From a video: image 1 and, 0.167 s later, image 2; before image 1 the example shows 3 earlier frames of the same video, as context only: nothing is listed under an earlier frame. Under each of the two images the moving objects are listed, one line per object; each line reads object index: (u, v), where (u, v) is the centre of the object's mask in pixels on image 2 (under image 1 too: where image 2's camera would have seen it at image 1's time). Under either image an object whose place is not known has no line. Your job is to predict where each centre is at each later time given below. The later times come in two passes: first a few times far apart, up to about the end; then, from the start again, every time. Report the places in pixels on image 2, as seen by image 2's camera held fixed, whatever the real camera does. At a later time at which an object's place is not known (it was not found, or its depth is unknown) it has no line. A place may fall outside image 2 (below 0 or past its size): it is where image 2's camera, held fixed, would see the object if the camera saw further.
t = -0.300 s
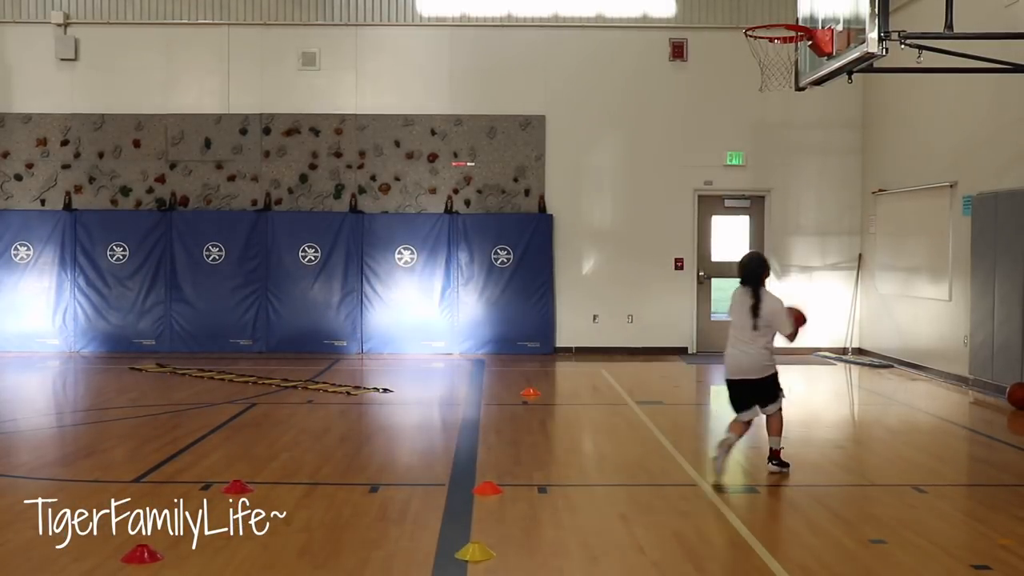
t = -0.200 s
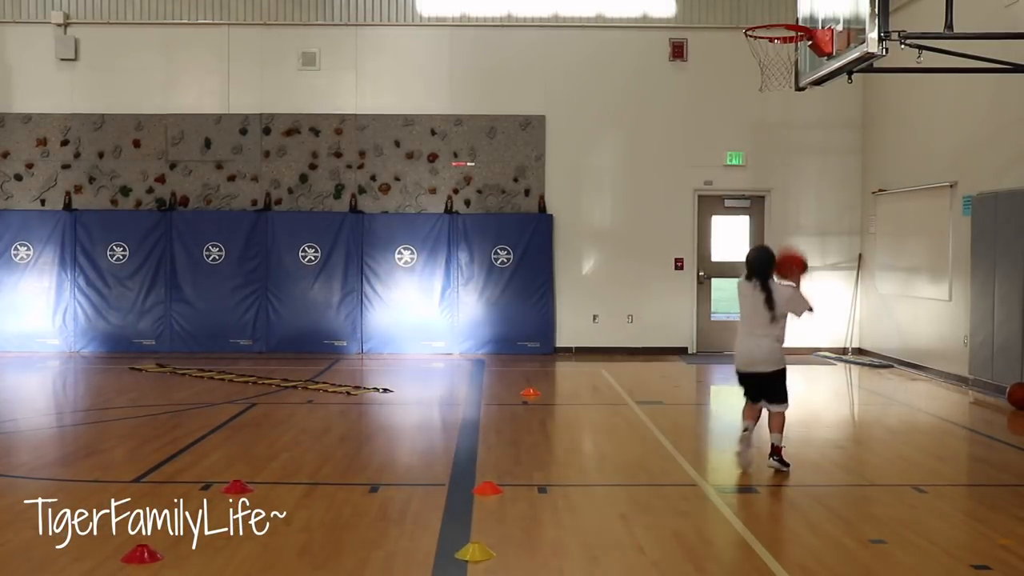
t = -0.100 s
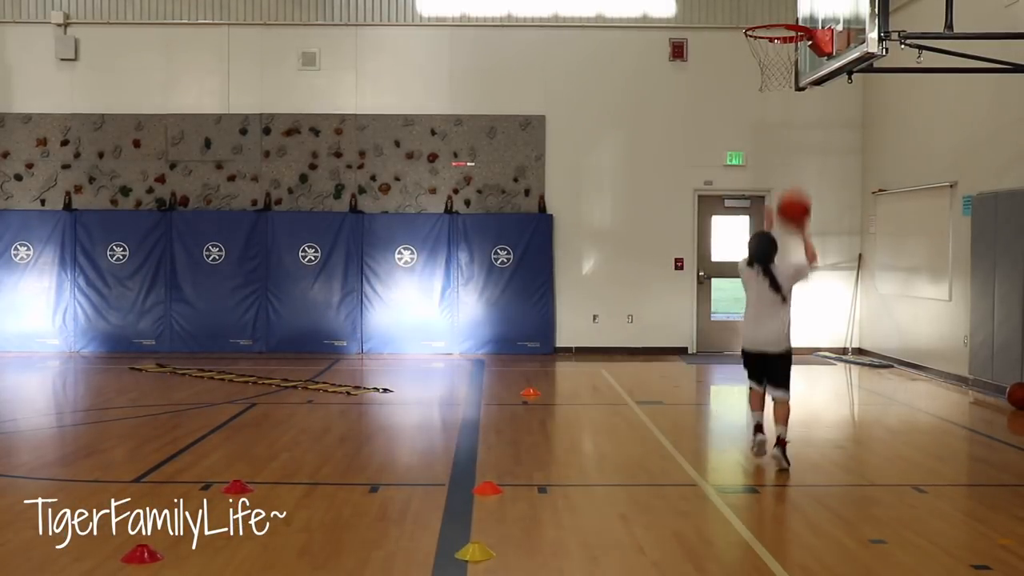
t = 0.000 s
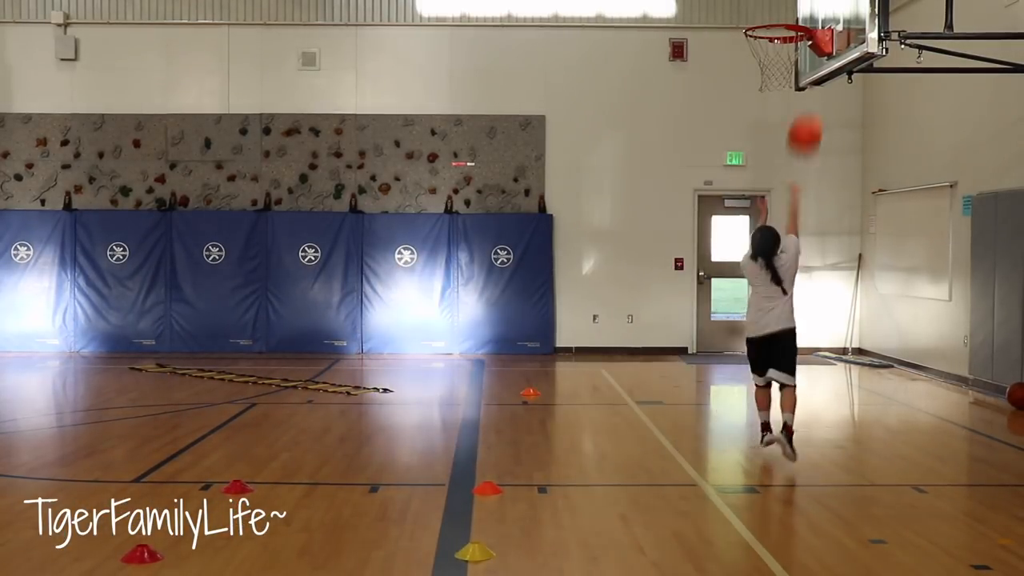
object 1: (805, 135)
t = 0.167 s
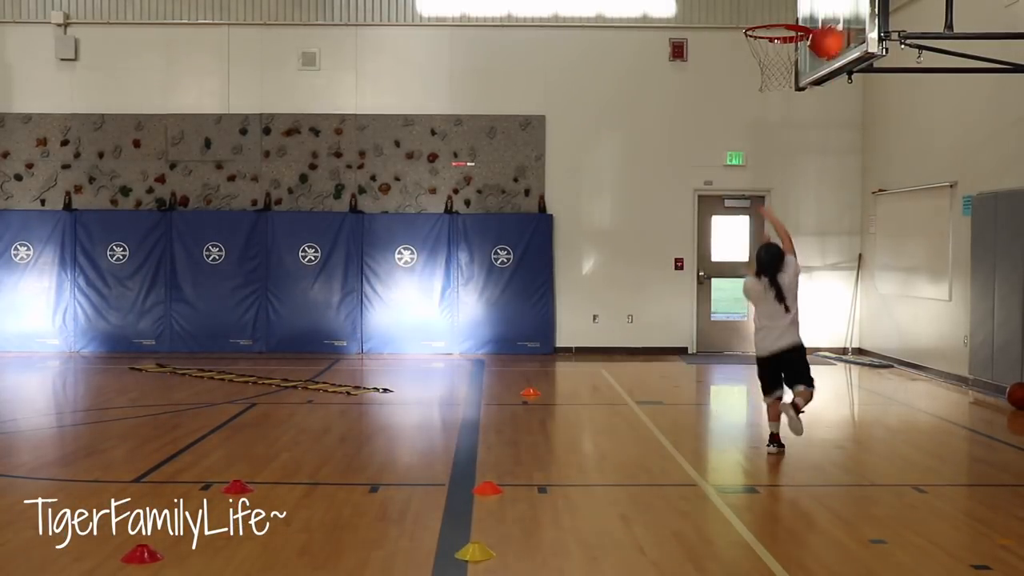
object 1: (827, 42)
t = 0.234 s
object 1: (831, 18)
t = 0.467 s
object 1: (802, 11)
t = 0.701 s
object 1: (803, 44)
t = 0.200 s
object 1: (831, 29)
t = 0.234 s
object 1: (831, 18)
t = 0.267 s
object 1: (824, 15)
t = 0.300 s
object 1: (817, 14)
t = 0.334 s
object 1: (810, 13)
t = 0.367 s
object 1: (803, 13)
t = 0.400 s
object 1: (802, 12)
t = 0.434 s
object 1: (802, 11)
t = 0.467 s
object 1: (802, 11)
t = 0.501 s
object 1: (802, 11)
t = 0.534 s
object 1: (802, 12)
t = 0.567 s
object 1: (802, 13)
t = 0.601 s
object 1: (803, 21)
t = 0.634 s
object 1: (802, 26)
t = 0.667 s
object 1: (803, 34)
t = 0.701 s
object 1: (803, 44)
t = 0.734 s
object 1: (803, 56)
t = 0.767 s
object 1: (803, 70)
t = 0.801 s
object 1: (803, 85)
